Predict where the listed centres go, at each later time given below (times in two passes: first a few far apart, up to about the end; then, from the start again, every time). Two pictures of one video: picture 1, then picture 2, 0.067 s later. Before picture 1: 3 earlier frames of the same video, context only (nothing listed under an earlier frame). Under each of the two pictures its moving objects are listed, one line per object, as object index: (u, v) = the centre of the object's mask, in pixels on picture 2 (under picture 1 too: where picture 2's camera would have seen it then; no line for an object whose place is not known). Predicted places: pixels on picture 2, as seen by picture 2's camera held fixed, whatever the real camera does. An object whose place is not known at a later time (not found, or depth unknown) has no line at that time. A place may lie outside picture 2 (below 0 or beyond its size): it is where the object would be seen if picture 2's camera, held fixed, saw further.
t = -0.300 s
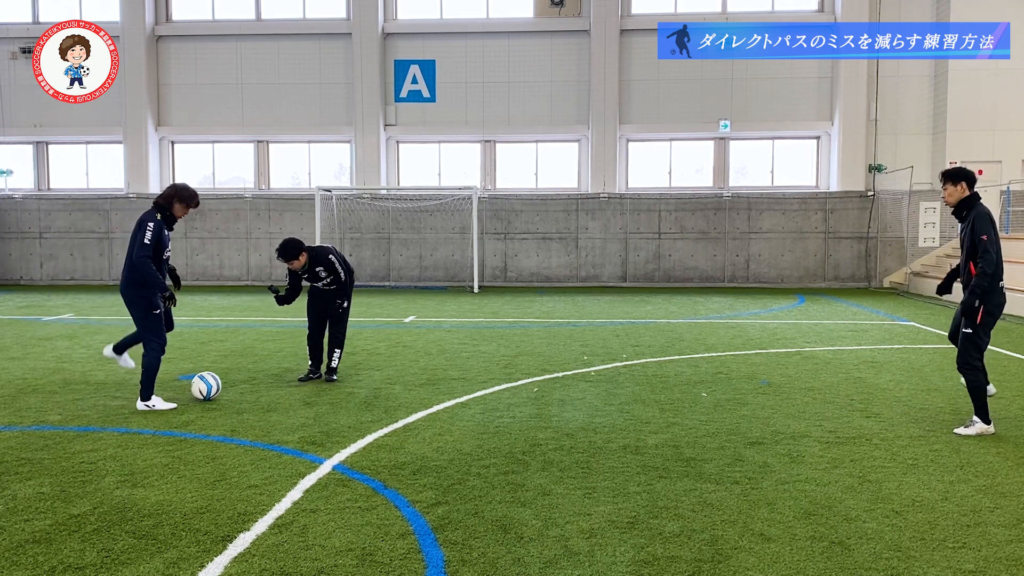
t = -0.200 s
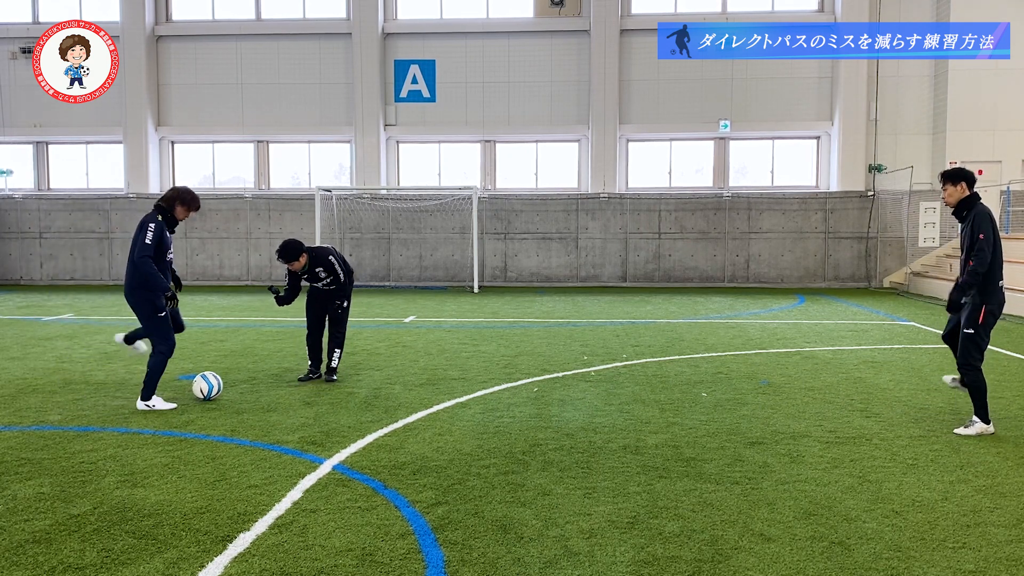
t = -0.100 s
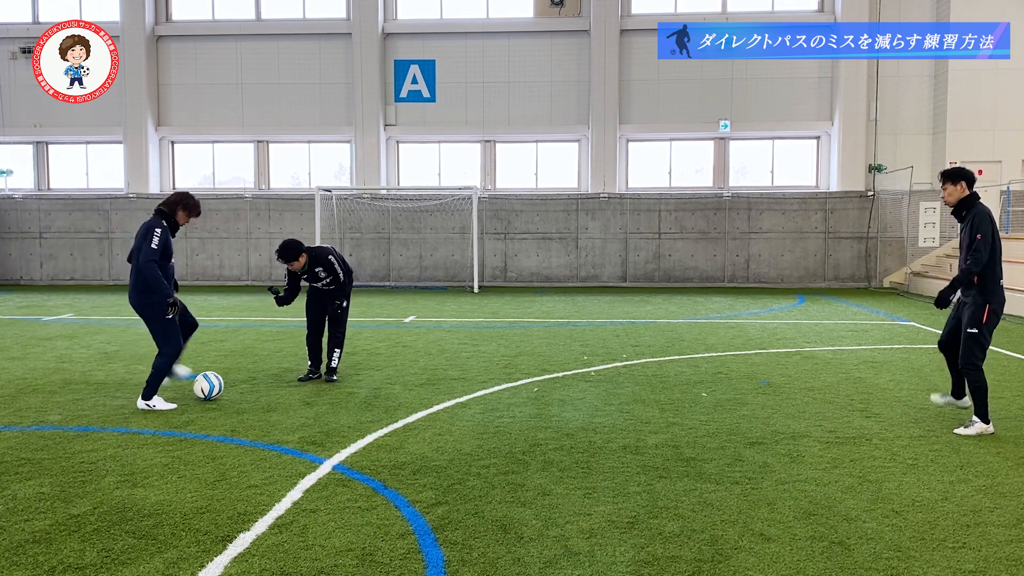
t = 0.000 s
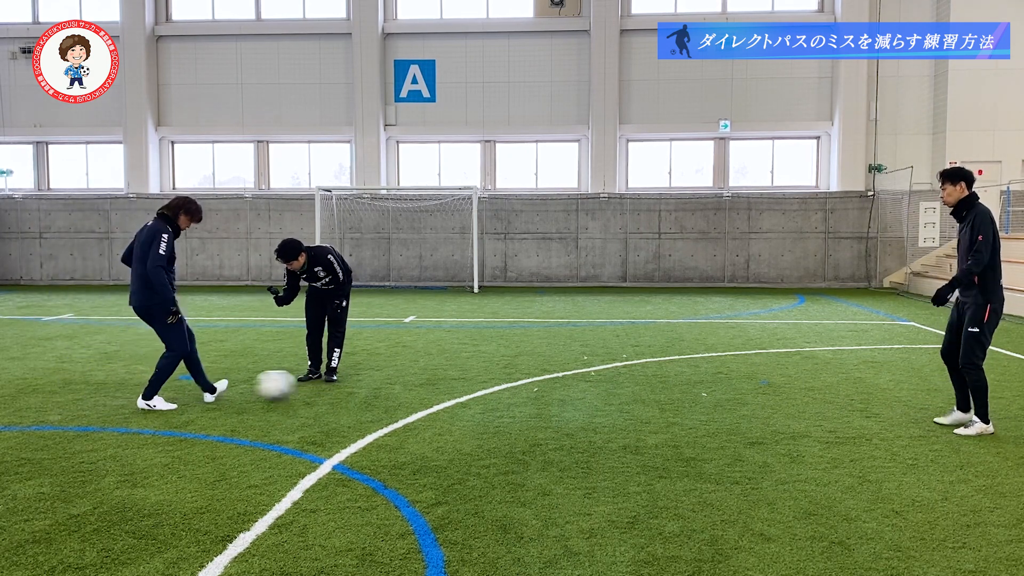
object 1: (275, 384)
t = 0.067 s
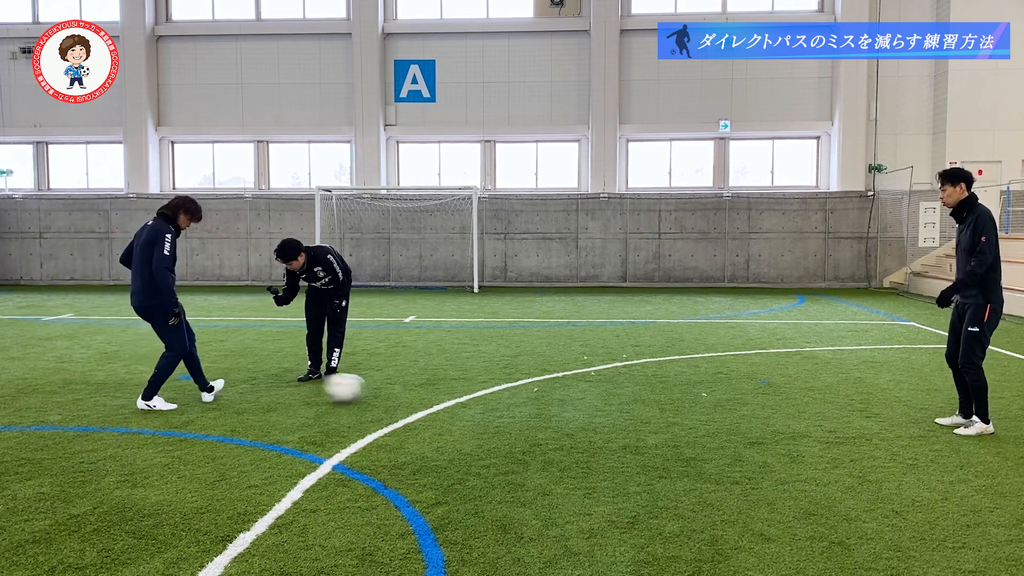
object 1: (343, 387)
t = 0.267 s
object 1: (535, 394)
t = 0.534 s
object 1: (764, 403)
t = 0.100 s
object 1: (376, 388)
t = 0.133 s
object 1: (409, 387)
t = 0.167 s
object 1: (440, 387)
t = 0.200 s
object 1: (472, 389)
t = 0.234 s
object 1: (505, 393)
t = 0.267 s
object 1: (535, 394)
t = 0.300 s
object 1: (564, 393)
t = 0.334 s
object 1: (595, 395)
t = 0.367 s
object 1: (624, 397)
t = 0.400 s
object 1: (653, 399)
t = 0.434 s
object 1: (681, 398)
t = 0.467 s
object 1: (709, 398)
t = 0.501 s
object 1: (736, 400)
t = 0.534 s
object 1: (764, 403)
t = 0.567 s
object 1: (791, 405)
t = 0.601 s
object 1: (815, 404)
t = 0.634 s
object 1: (840, 403)
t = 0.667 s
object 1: (866, 406)
